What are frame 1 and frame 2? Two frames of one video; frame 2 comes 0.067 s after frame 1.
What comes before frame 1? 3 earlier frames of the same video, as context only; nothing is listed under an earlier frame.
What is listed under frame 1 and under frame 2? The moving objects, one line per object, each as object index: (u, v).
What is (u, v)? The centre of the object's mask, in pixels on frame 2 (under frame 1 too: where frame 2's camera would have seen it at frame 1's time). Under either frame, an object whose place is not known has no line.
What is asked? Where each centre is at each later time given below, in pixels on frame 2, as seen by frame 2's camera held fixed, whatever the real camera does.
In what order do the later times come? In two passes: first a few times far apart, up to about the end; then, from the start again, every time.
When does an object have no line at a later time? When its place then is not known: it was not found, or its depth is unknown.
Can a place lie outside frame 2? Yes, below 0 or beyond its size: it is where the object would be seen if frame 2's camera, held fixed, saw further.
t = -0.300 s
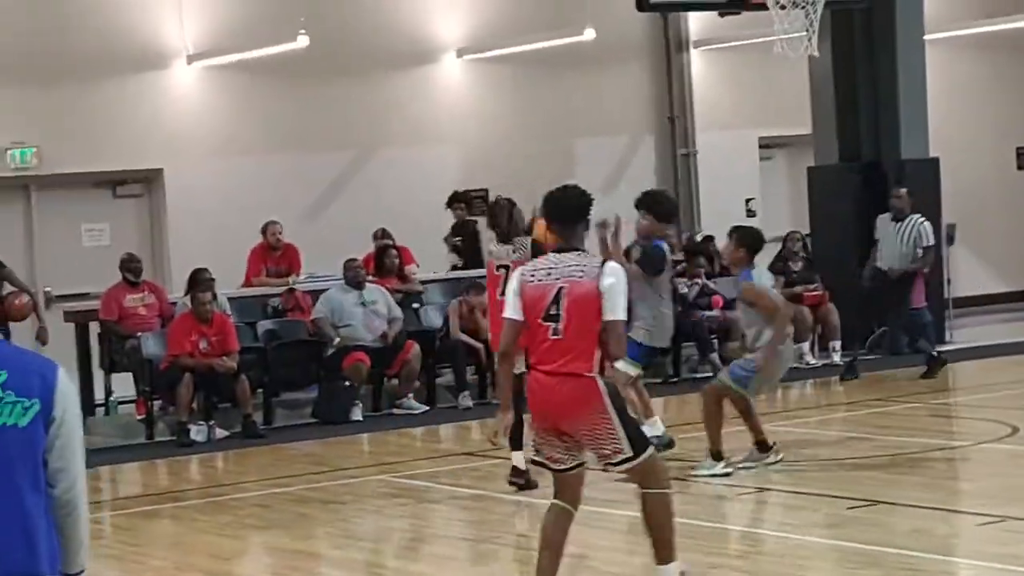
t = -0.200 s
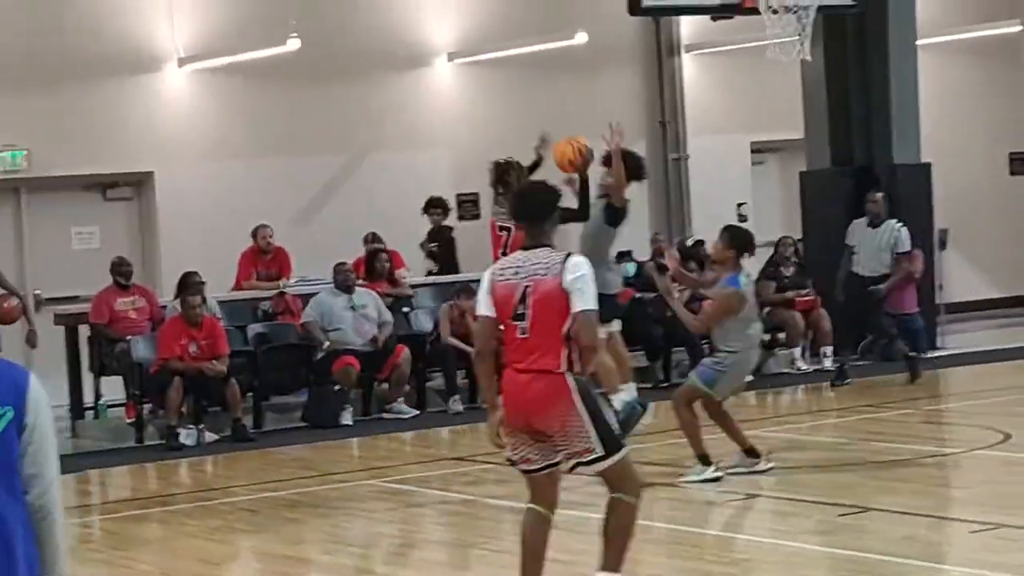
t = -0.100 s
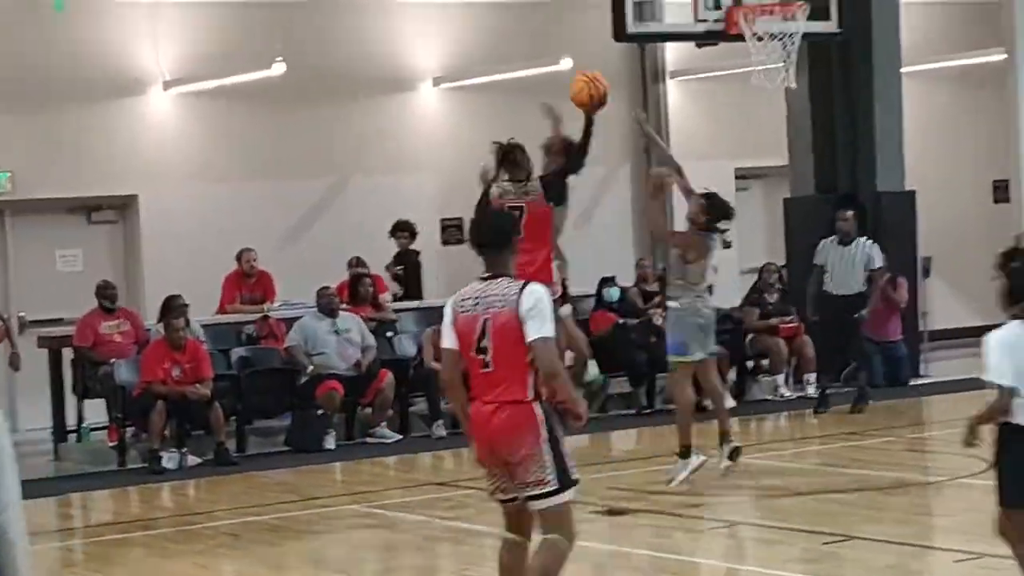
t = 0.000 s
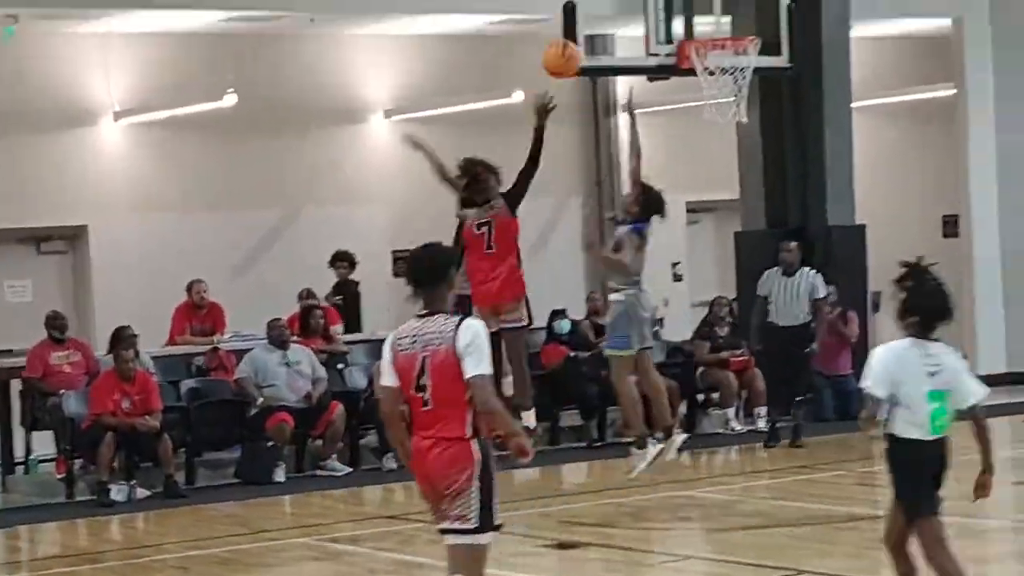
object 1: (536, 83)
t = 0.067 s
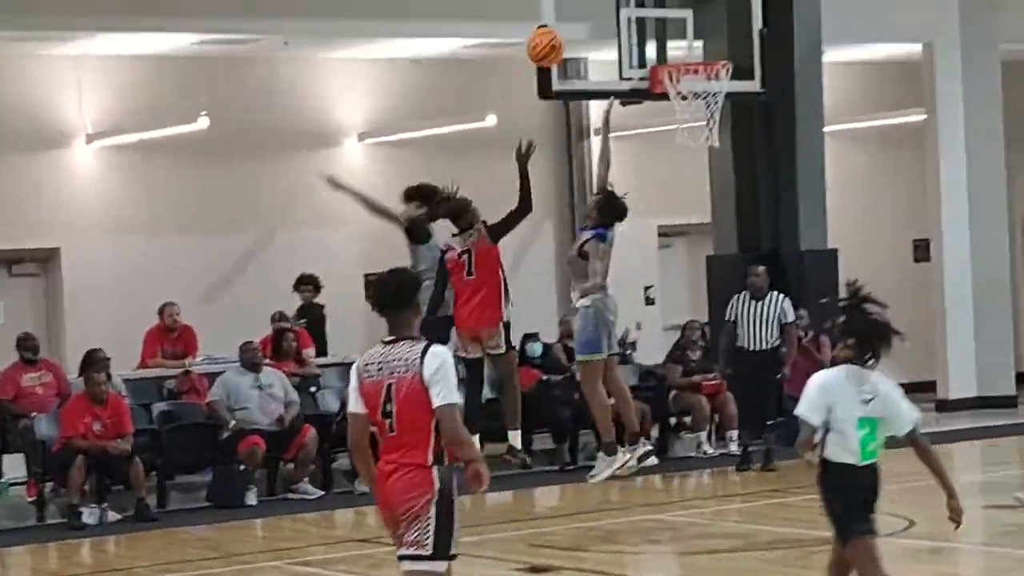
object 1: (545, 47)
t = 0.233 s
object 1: (571, -9)
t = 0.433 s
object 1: (613, -12)
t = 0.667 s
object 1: (688, 36)
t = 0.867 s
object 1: (730, 14)
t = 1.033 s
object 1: (766, 42)
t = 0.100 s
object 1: (550, 32)
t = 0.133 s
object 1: (555, 19)
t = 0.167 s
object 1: (561, 8)
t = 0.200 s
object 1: (566, -1)
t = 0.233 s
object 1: (571, -9)
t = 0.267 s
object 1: (576, -14)
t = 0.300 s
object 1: (582, -18)
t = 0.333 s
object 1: (587, -20)
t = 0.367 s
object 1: (593, -21)
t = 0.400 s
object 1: (601, -18)
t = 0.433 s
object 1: (613, -12)
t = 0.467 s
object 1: (625, -6)
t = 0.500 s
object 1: (636, 3)
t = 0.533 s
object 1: (649, 14)
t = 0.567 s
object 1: (660, 26)
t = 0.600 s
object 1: (671, 39)
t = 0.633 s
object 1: (681, 46)
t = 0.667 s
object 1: (688, 36)
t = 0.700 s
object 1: (695, 29)
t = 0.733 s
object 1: (701, 23)
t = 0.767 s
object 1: (709, 18)
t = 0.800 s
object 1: (715, 15)
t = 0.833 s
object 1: (722, 14)
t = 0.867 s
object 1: (730, 14)
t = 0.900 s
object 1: (736, 16)
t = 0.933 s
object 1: (743, 20)
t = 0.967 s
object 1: (750, 26)
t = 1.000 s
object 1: (758, 33)
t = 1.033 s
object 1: (766, 42)
